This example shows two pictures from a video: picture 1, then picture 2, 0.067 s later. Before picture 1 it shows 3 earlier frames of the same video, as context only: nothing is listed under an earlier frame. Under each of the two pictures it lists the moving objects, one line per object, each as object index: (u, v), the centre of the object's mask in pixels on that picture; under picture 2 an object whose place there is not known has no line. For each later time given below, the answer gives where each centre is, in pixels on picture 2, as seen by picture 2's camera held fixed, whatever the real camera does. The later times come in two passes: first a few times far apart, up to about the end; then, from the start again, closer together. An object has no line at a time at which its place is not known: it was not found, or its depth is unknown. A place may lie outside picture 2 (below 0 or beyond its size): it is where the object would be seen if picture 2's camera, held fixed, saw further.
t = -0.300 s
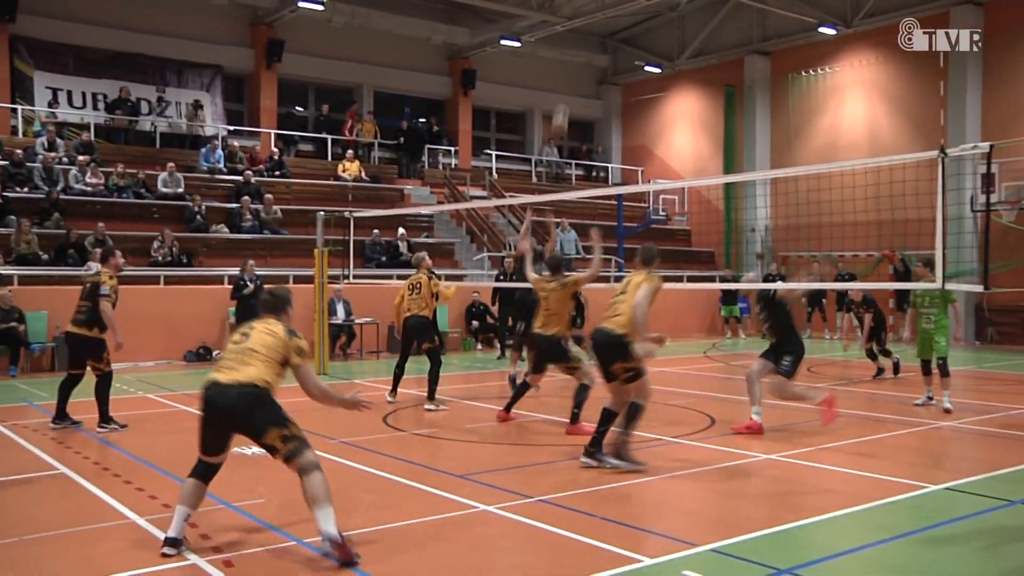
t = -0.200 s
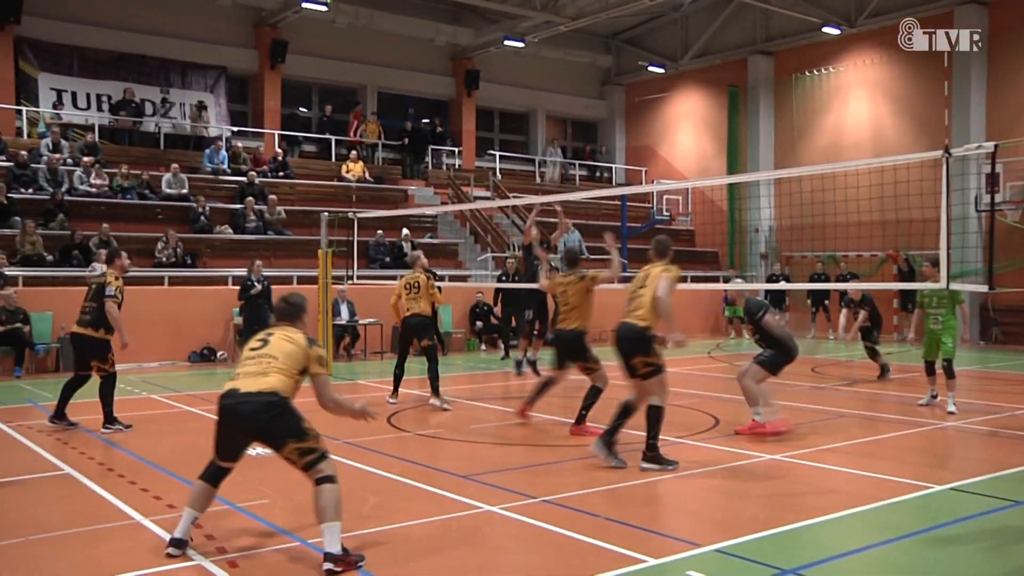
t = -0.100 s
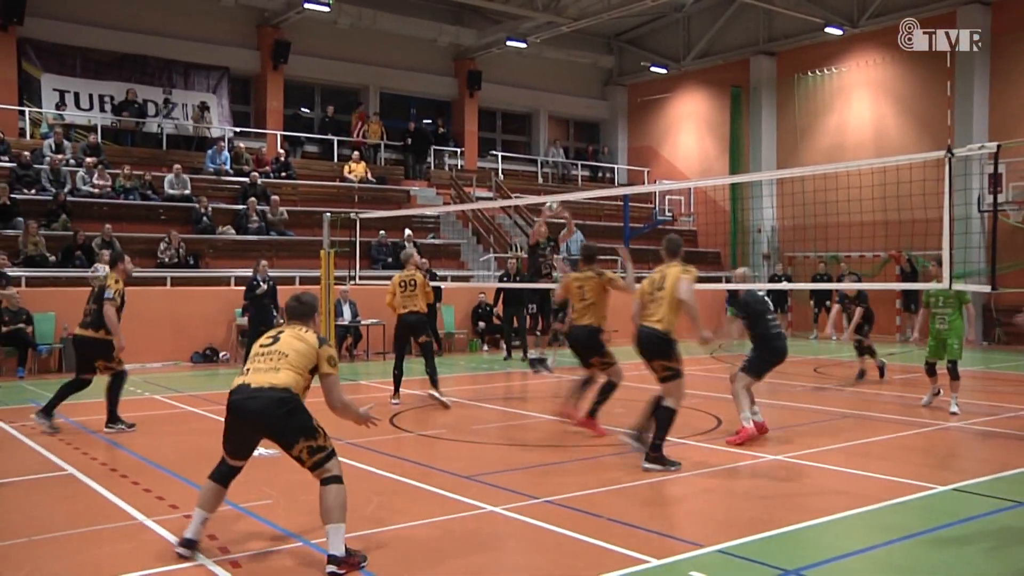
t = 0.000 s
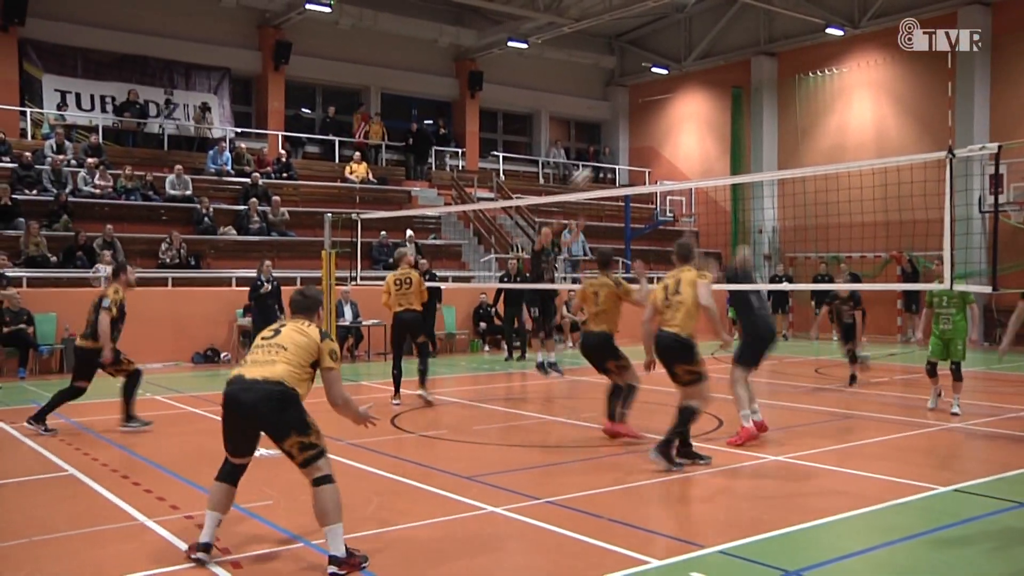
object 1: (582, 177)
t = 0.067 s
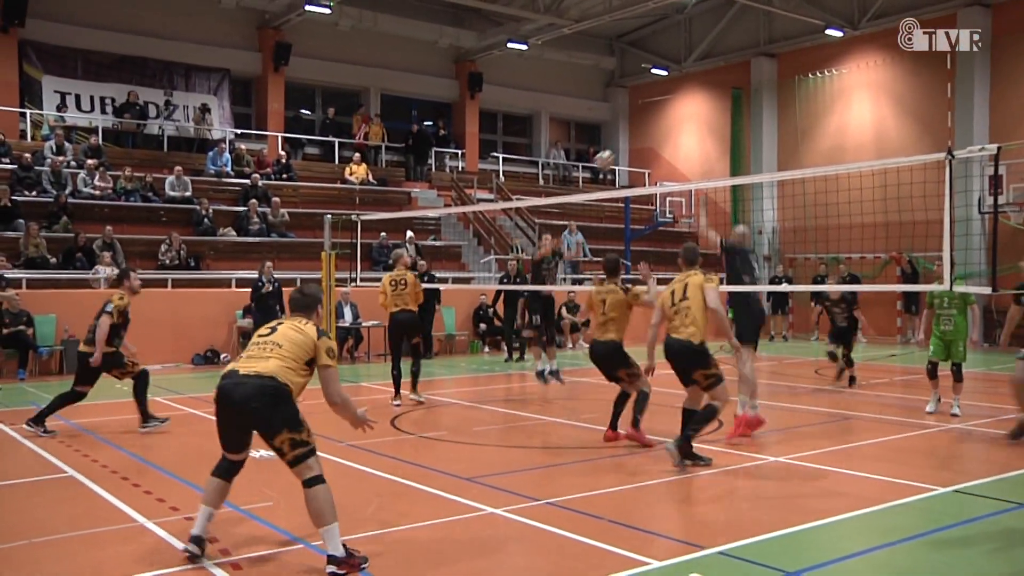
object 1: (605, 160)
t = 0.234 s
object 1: (665, 124)
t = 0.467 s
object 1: (767, 108)
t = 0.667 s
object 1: (874, 146)
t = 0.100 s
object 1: (615, 151)
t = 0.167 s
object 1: (639, 134)
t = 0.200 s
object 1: (652, 128)
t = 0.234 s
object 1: (665, 124)
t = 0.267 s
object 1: (679, 119)
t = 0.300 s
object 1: (693, 115)
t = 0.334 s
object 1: (706, 111)
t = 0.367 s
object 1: (722, 108)
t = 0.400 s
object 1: (737, 107)
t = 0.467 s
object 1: (767, 108)
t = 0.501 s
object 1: (784, 109)
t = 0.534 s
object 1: (800, 113)
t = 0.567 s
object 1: (818, 119)
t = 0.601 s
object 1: (836, 127)
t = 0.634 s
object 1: (853, 134)
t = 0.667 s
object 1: (874, 146)
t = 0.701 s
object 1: (890, 151)
